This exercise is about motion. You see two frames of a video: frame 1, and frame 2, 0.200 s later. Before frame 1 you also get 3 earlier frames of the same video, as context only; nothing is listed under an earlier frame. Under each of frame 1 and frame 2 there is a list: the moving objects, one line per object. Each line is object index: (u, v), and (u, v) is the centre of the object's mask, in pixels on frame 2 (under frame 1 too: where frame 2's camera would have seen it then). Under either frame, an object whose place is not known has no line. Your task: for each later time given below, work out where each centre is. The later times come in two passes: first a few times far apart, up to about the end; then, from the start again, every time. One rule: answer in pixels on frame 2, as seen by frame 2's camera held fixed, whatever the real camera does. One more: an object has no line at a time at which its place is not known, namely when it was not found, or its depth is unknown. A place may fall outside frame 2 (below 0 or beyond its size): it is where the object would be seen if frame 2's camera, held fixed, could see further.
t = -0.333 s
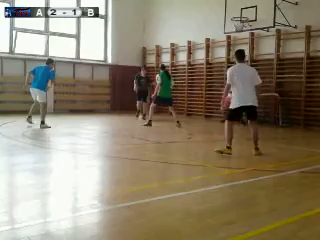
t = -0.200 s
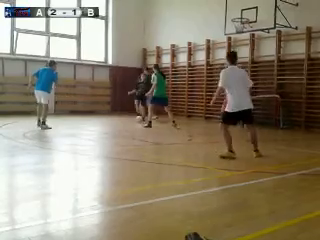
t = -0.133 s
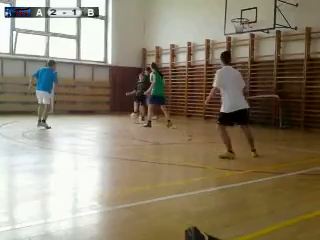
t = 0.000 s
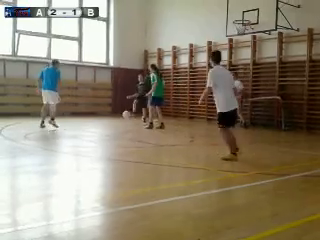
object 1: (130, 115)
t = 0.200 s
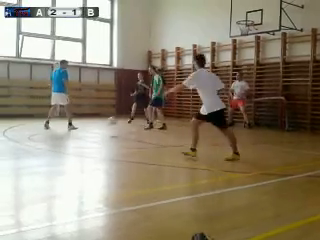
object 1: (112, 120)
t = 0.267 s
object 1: (105, 127)
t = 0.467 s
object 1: (81, 133)
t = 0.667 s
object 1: (51, 144)
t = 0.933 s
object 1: (-2, 157)
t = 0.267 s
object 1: (105, 127)
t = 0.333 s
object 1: (97, 132)
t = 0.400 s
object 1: (89, 132)
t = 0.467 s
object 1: (81, 133)
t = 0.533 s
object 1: (71, 137)
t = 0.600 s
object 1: (61, 143)
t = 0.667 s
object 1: (51, 144)
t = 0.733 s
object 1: (39, 149)
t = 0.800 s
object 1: (26, 150)
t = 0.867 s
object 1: (12, 154)
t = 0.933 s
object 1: (-2, 157)
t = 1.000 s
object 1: (-18, 160)
